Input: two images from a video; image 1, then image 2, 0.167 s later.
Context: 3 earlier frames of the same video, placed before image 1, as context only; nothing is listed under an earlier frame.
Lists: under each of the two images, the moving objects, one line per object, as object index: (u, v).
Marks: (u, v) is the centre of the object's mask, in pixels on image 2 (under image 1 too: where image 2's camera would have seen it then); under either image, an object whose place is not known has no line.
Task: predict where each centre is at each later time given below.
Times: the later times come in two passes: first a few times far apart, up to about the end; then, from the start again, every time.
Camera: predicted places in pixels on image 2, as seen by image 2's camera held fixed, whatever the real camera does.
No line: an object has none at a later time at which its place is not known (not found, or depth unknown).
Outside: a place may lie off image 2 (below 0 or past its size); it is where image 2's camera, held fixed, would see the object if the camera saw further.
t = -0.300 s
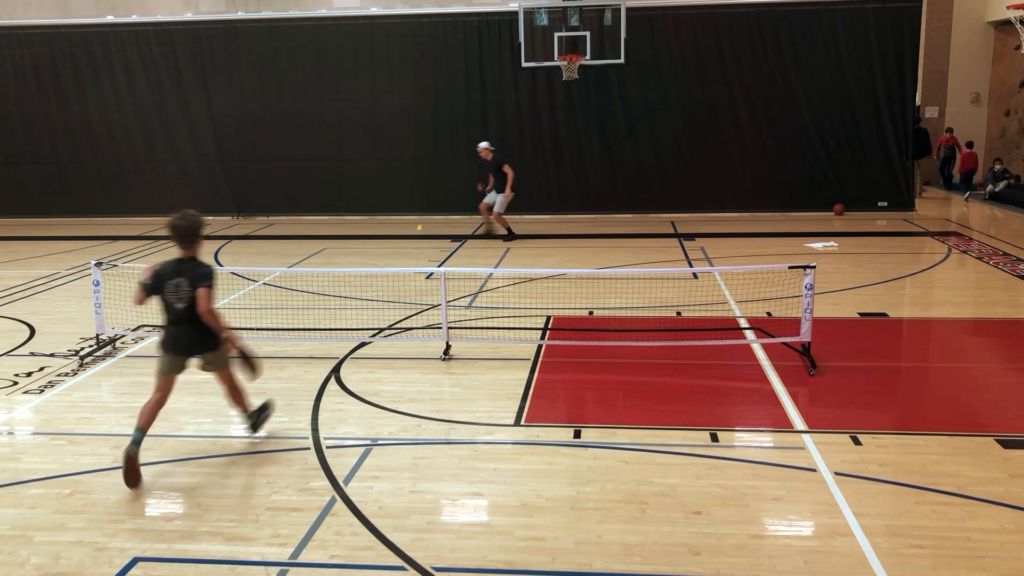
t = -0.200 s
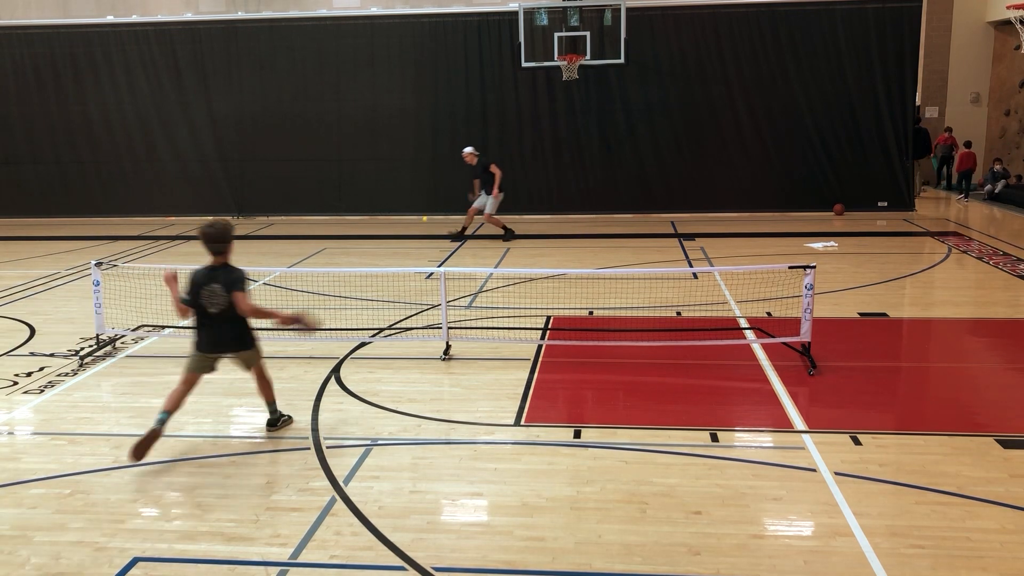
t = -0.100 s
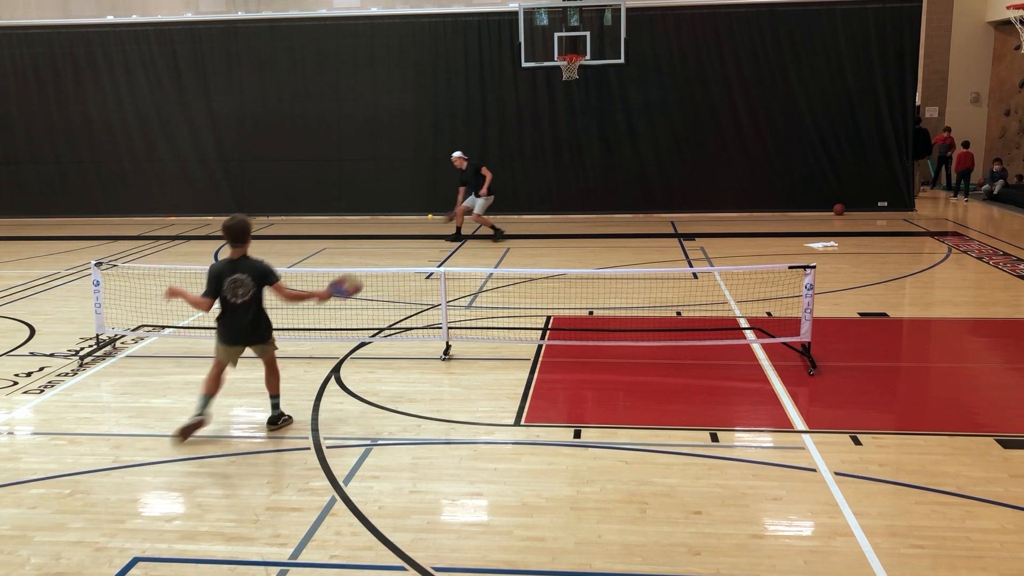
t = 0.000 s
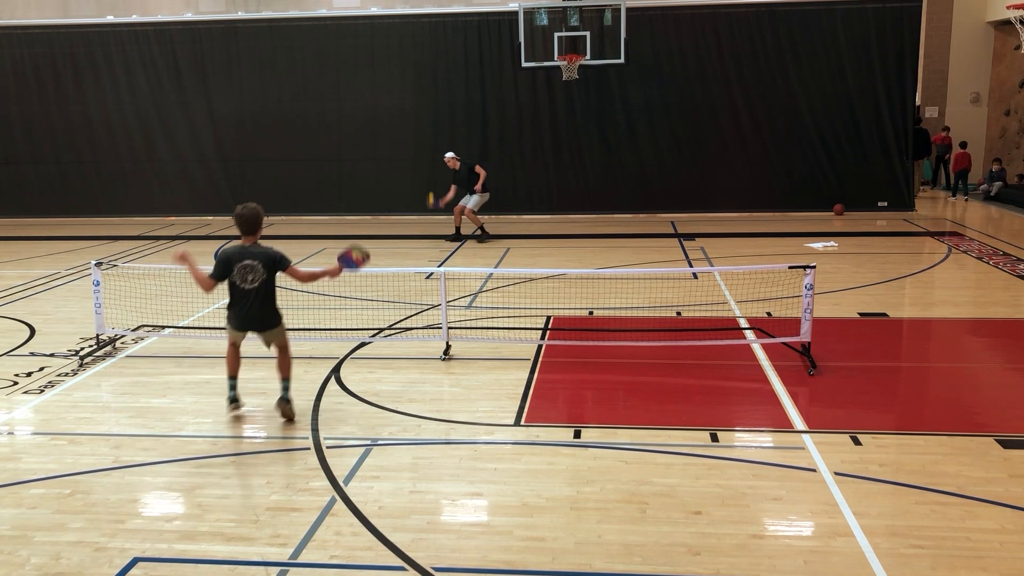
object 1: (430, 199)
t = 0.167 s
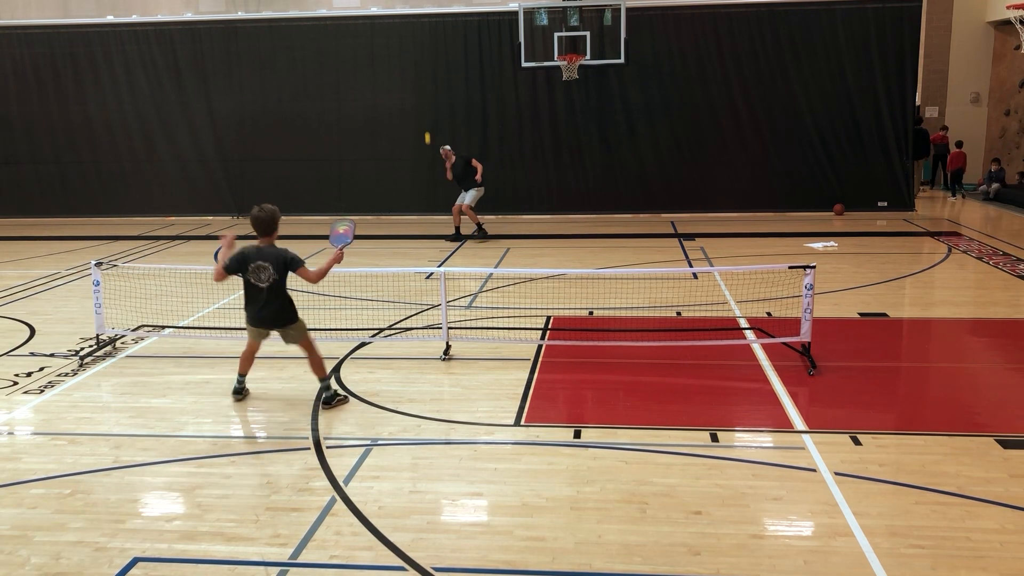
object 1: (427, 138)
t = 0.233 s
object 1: (426, 116)
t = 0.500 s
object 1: (424, 50)
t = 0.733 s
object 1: (427, 34)
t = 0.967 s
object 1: (435, 91)
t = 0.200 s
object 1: (427, 127)
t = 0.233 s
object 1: (426, 116)
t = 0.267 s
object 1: (426, 106)
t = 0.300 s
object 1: (425, 96)
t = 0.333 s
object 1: (425, 87)
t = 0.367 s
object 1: (425, 79)
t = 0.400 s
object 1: (424, 70)
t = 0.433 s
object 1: (424, 63)
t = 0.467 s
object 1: (424, 56)
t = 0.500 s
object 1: (424, 50)
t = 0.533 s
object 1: (424, 45)
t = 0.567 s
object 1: (425, 41)
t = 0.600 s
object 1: (425, 37)
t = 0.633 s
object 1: (425, 35)
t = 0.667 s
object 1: (426, 33)
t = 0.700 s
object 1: (426, 33)
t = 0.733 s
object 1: (427, 34)
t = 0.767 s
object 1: (428, 37)
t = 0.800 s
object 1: (428, 41)
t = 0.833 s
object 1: (429, 47)
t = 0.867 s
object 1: (431, 55)
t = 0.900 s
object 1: (432, 64)
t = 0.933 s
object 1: (433, 77)
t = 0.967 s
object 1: (435, 91)
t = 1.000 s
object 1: (437, 108)
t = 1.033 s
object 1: (439, 128)
